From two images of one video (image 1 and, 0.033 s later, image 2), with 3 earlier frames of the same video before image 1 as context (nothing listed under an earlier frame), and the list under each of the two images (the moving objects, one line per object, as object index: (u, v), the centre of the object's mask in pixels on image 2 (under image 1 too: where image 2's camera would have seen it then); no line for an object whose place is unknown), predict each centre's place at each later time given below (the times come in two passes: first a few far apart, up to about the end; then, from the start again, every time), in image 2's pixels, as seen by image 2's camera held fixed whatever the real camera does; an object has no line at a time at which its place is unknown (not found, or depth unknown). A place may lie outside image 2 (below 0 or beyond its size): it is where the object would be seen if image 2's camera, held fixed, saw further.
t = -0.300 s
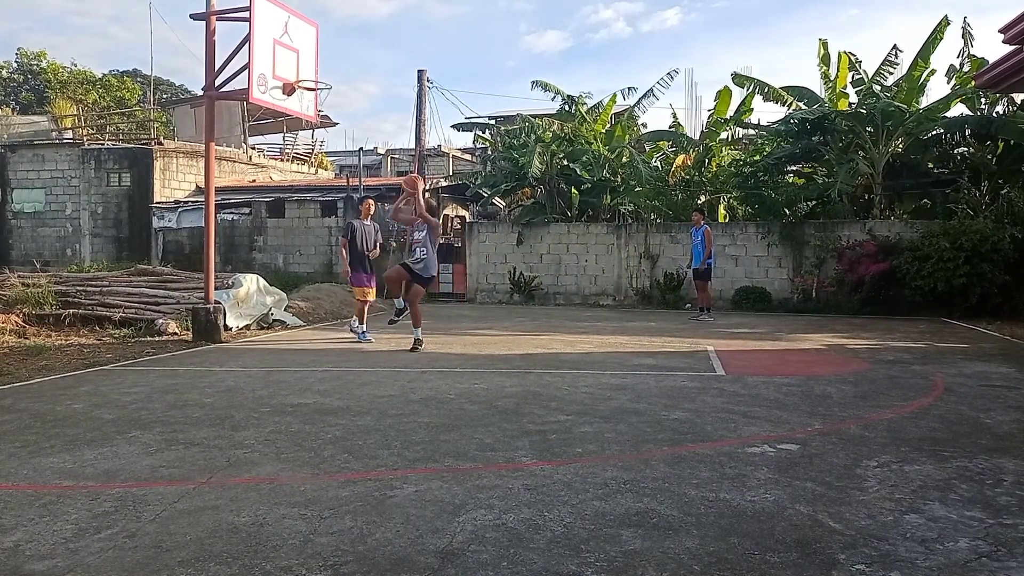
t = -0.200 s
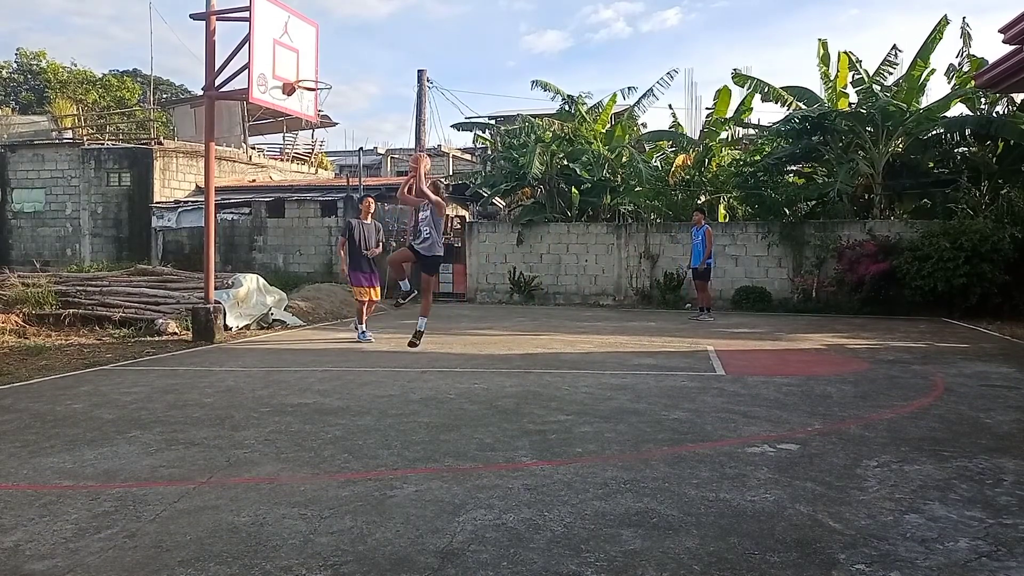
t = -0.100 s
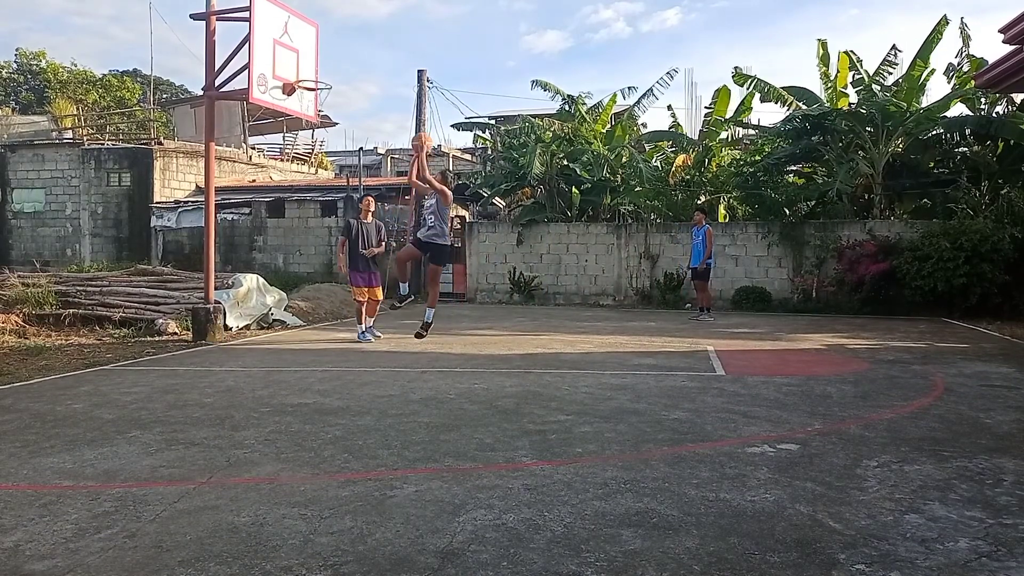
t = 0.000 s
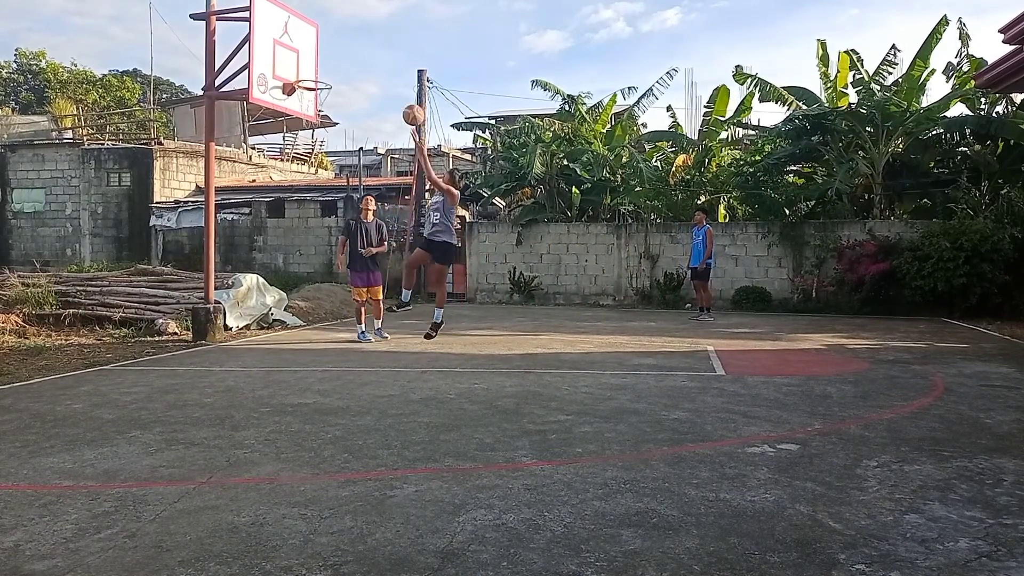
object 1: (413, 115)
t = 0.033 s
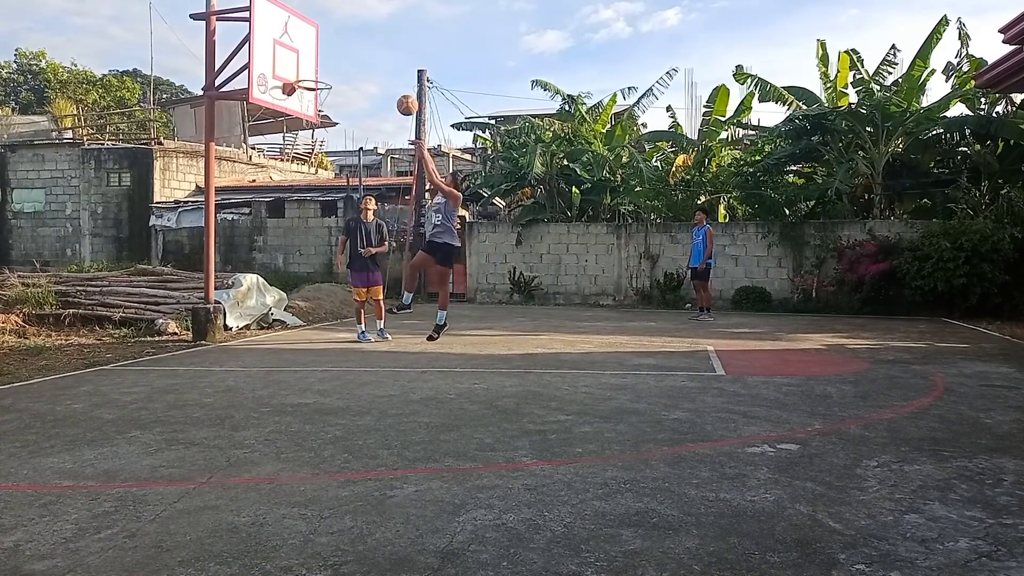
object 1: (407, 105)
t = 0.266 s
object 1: (366, 64)
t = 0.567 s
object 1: (317, 80)
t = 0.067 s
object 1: (401, 96)
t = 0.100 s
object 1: (396, 88)
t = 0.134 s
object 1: (390, 81)
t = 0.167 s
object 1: (384, 75)
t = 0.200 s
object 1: (378, 71)
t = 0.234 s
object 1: (372, 67)
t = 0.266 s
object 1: (366, 64)
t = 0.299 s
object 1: (361, 62)
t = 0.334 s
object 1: (355, 61)
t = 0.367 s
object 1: (349, 61)
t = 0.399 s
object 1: (343, 61)
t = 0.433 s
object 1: (338, 63)
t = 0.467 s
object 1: (333, 66)
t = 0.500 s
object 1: (327, 70)
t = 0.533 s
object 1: (322, 74)
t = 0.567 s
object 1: (317, 80)
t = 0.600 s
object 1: (312, 83)
